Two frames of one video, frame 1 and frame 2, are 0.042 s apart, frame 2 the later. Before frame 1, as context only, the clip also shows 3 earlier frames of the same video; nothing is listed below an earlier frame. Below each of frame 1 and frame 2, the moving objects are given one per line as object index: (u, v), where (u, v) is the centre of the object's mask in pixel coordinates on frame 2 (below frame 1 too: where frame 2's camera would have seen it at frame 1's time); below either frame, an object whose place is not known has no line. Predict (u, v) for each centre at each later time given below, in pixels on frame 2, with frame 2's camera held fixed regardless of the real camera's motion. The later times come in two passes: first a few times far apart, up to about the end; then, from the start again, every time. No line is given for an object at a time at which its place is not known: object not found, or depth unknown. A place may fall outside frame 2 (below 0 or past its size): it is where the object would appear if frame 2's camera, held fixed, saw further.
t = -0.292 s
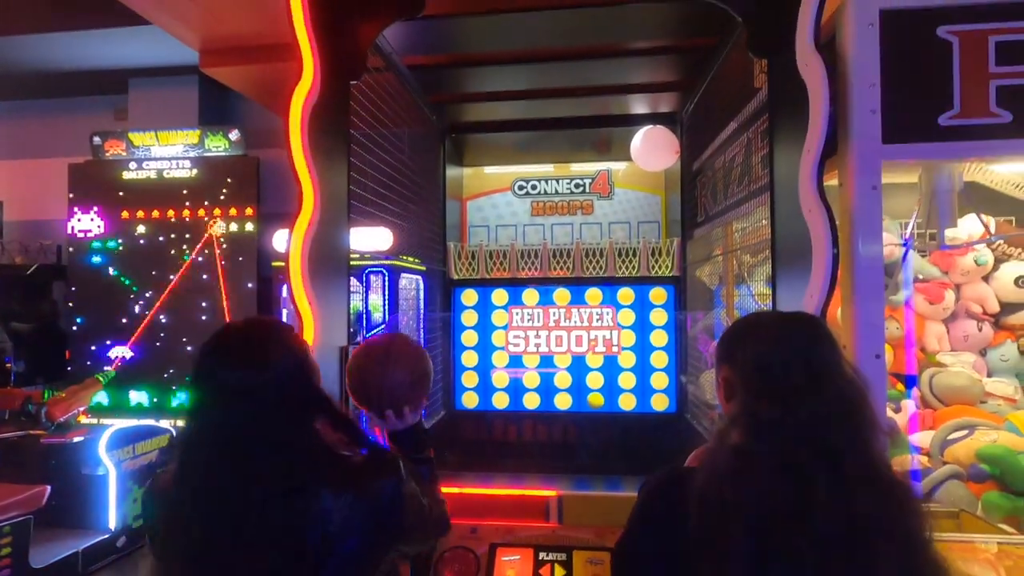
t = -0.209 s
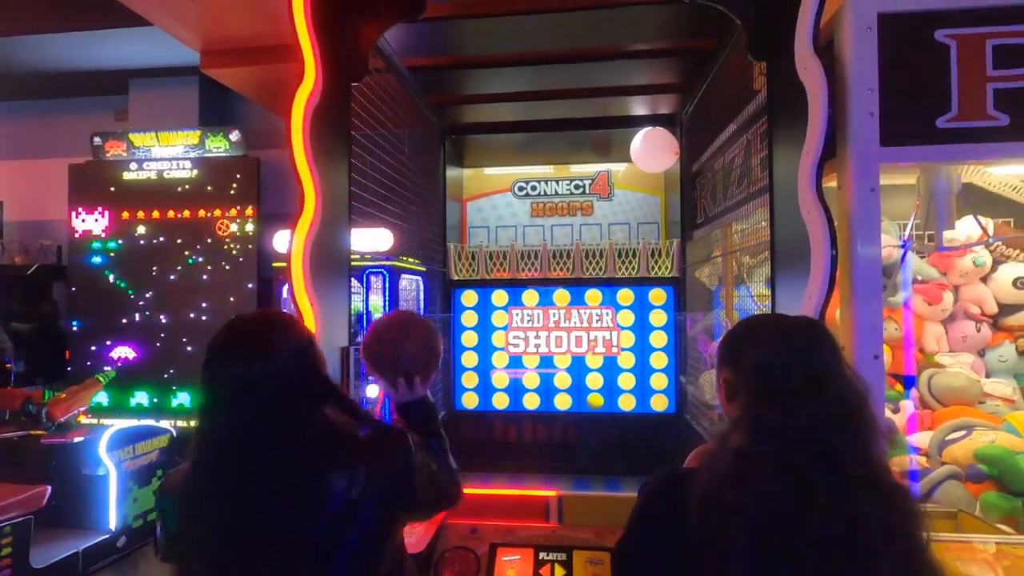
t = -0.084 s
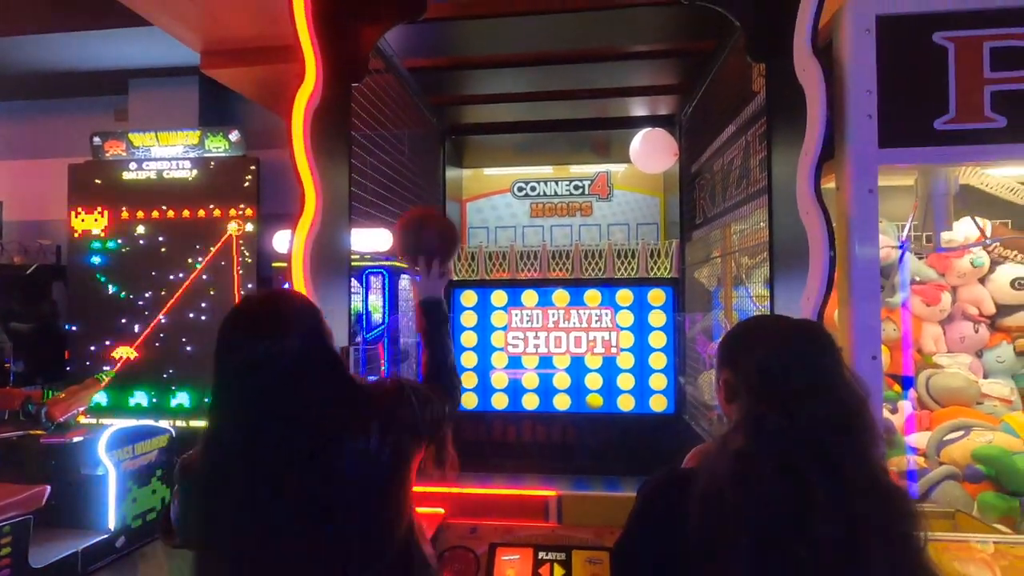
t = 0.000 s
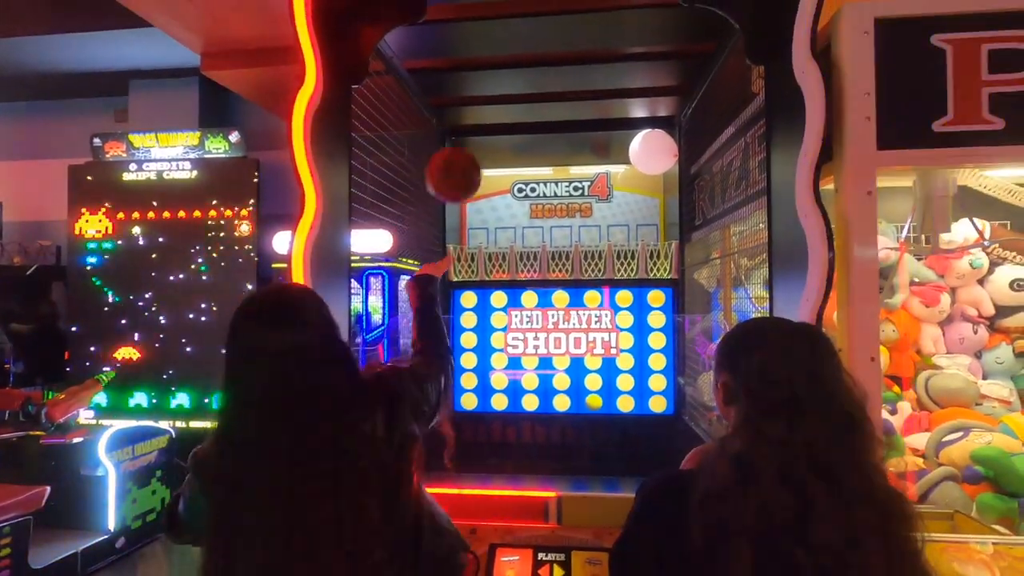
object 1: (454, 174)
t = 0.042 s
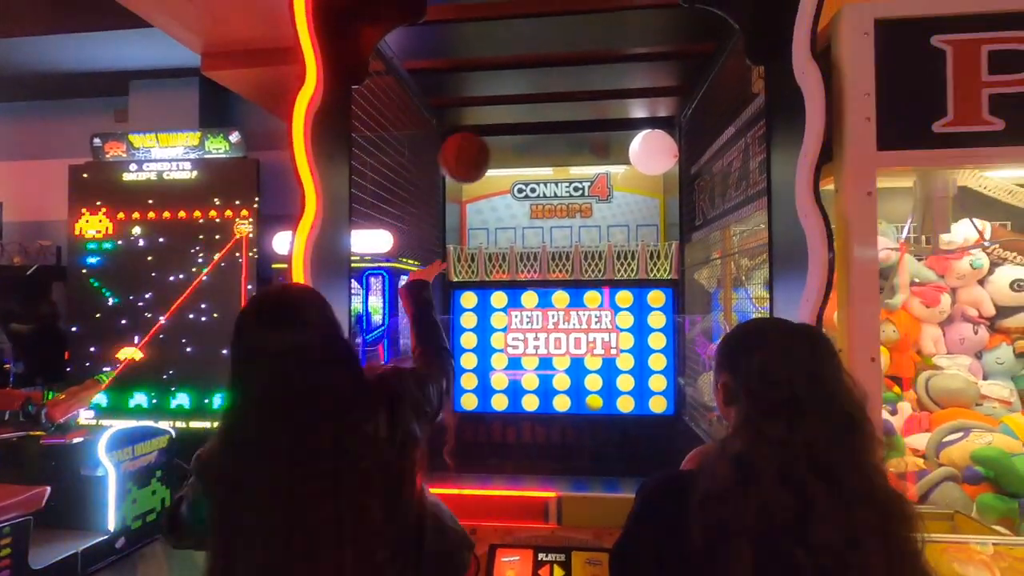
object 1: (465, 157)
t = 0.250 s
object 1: (501, 151)
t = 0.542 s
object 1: (526, 235)
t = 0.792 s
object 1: (522, 238)
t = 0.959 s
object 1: (521, 323)
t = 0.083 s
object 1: (473, 147)
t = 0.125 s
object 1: (482, 142)
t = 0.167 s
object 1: (489, 142)
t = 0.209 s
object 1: (495, 145)
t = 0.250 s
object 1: (501, 151)
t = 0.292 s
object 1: (506, 160)
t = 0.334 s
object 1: (511, 172)
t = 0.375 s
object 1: (514, 186)
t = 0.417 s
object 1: (518, 201)
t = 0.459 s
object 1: (521, 217)
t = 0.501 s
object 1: (525, 234)
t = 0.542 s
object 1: (526, 235)
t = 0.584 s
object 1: (525, 229)
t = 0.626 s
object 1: (524, 225)
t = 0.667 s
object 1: (524, 224)
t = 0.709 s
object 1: (523, 225)
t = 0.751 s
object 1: (523, 230)
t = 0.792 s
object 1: (522, 238)
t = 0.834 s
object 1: (521, 252)
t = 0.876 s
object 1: (521, 269)
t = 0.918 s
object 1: (520, 293)
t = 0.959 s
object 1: (521, 323)
